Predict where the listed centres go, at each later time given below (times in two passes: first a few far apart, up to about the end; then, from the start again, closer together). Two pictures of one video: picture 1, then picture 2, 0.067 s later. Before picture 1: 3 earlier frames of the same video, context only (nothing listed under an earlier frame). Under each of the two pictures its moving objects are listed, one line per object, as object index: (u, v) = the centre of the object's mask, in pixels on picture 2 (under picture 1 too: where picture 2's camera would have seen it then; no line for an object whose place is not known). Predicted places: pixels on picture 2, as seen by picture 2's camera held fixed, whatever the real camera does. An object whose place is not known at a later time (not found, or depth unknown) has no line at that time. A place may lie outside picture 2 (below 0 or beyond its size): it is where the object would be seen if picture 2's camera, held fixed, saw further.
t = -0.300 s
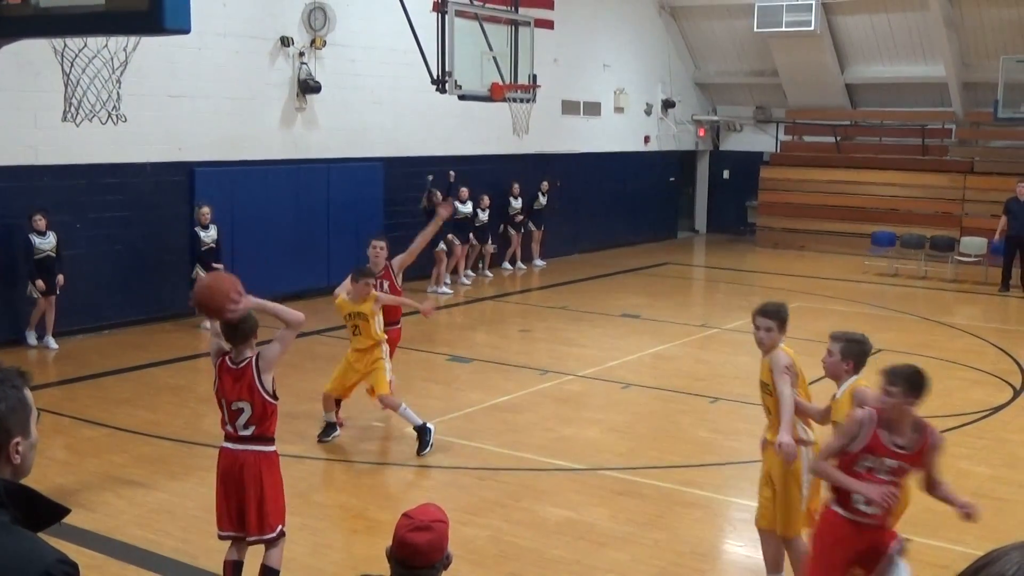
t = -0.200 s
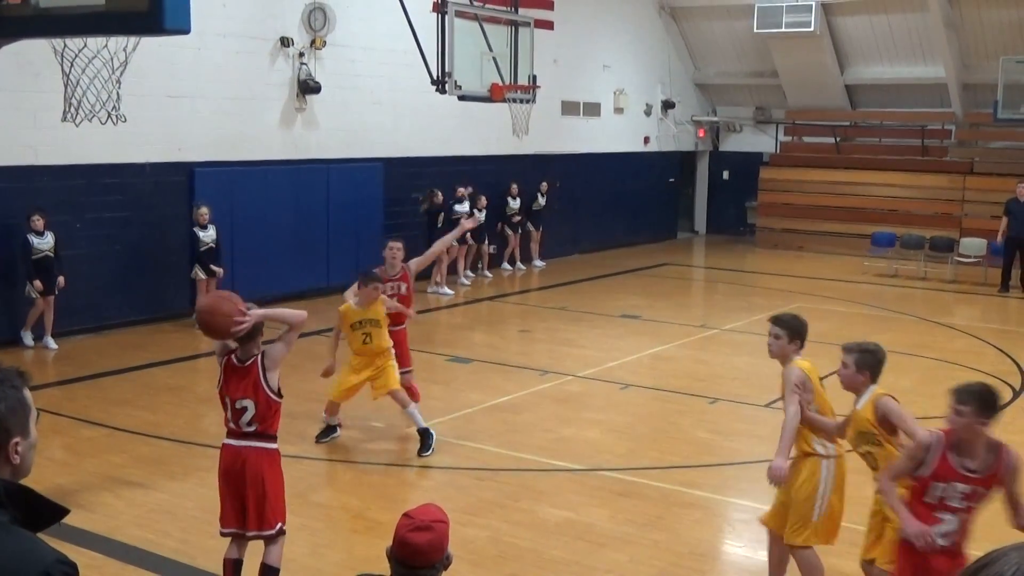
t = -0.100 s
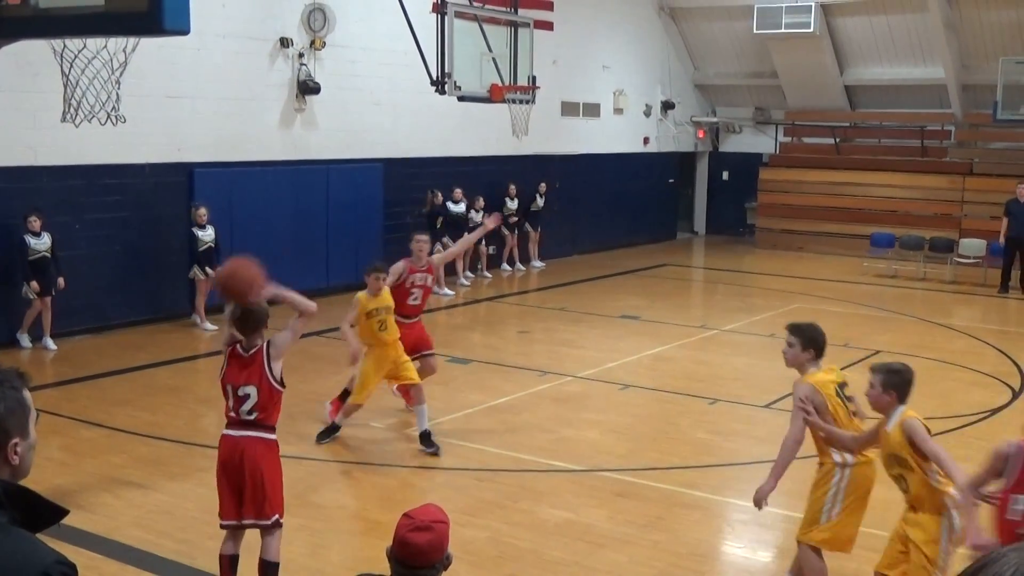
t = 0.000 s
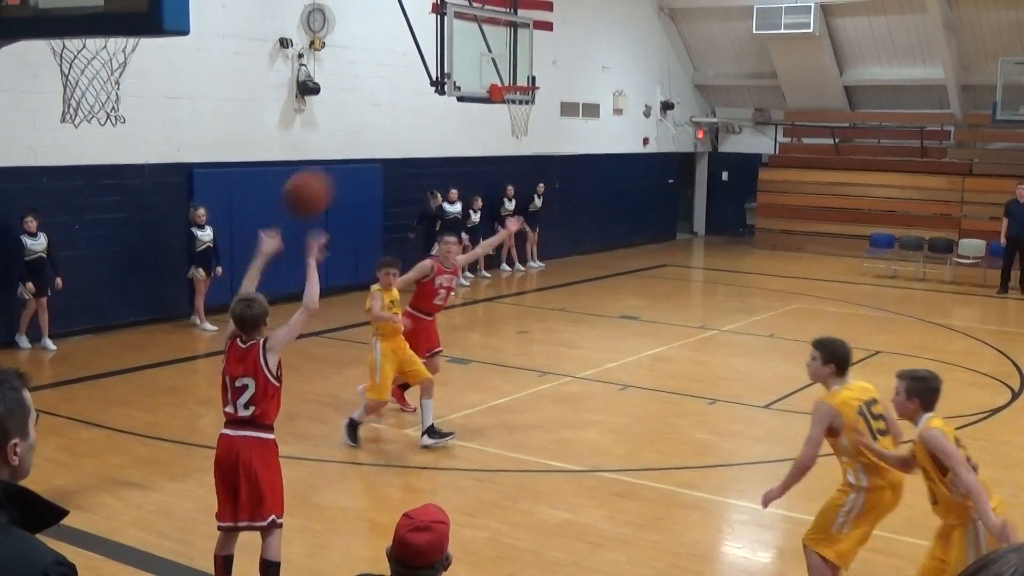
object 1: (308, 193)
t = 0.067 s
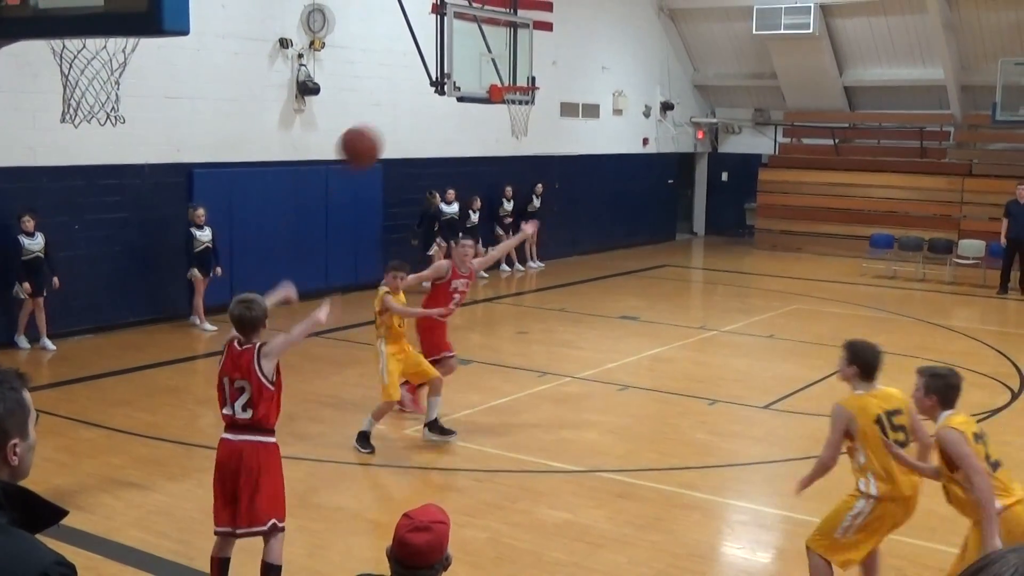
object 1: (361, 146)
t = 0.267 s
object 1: (478, 80)
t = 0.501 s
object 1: (568, 88)
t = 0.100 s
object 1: (384, 128)
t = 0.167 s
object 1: (425, 103)
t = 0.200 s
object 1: (445, 93)
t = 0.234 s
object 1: (462, 86)
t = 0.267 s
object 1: (478, 80)
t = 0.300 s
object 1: (493, 77)
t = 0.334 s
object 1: (508, 75)
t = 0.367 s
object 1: (521, 76)
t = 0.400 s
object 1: (535, 77)
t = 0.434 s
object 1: (546, 80)
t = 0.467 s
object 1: (557, 83)
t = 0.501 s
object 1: (568, 88)
